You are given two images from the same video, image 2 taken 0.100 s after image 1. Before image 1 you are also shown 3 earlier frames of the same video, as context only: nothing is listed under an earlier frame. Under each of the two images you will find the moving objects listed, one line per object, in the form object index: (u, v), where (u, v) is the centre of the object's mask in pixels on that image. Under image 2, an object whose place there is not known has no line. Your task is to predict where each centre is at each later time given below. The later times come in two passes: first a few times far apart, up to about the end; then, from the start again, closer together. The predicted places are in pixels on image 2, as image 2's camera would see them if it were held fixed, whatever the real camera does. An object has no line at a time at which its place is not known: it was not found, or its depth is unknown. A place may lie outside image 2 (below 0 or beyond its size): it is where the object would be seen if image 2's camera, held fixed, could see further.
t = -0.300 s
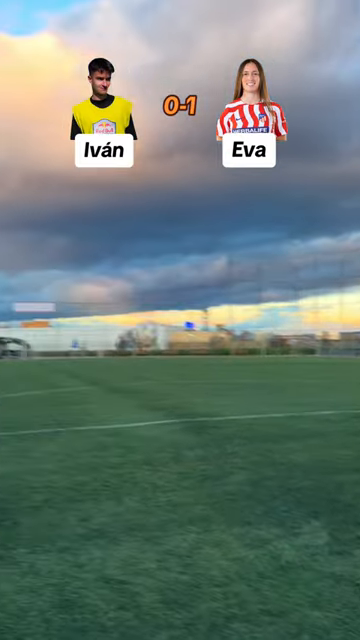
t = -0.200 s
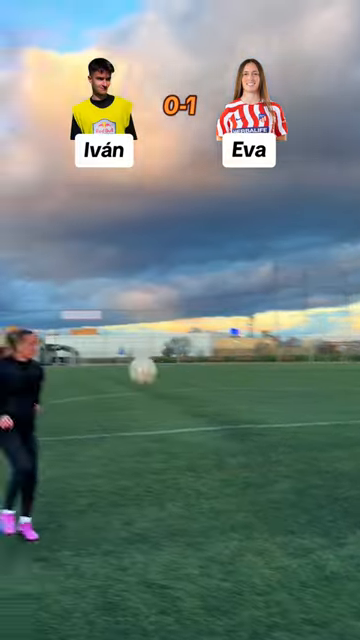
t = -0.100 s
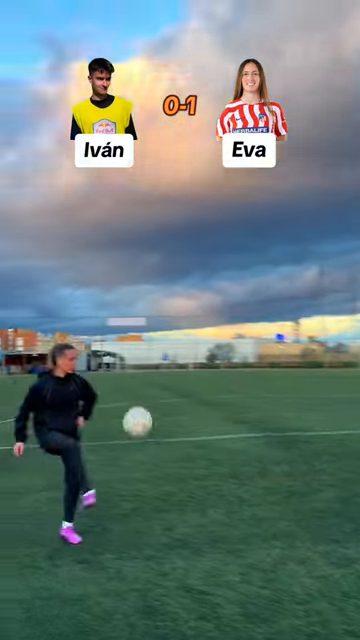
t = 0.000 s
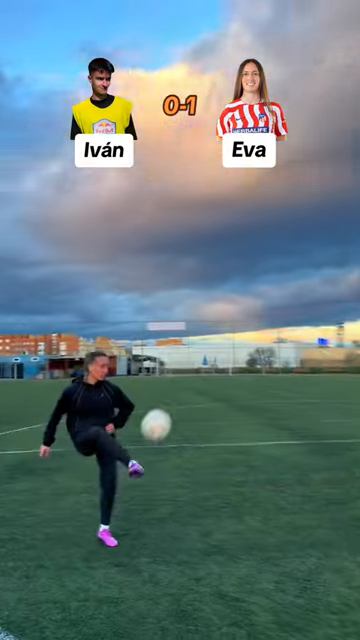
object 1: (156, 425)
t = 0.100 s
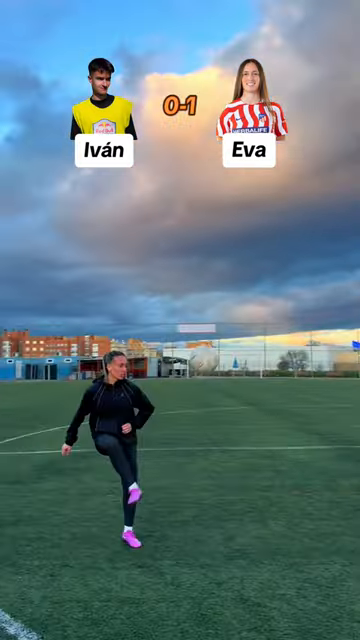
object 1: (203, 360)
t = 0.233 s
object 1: (224, 289)
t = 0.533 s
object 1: (270, 220)
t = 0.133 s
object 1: (210, 342)
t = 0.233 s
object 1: (224, 289)
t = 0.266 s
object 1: (231, 275)
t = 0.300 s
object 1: (236, 263)
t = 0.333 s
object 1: (242, 253)
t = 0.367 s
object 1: (247, 243)
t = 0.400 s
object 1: (253, 235)
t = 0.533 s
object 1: (270, 220)
